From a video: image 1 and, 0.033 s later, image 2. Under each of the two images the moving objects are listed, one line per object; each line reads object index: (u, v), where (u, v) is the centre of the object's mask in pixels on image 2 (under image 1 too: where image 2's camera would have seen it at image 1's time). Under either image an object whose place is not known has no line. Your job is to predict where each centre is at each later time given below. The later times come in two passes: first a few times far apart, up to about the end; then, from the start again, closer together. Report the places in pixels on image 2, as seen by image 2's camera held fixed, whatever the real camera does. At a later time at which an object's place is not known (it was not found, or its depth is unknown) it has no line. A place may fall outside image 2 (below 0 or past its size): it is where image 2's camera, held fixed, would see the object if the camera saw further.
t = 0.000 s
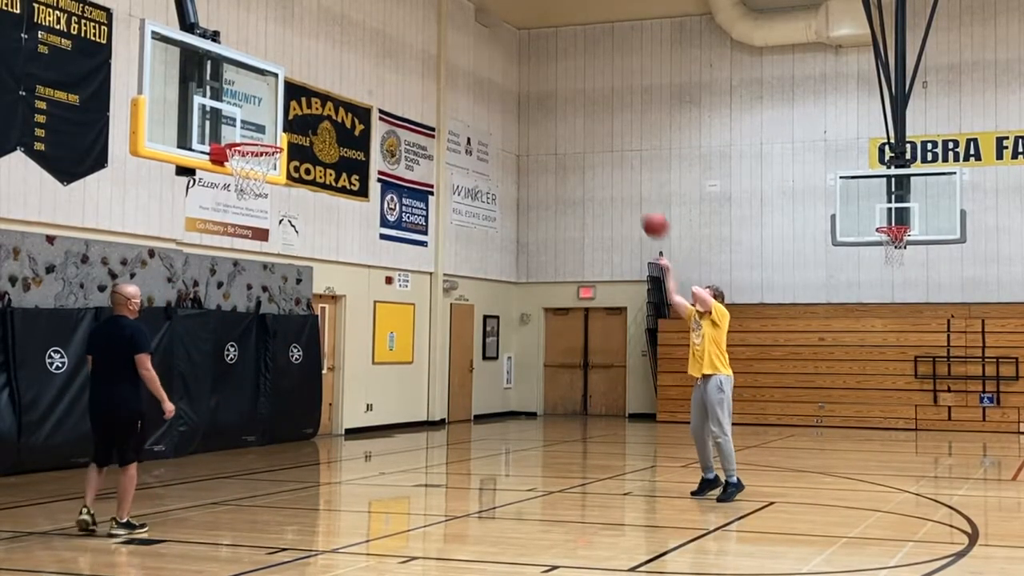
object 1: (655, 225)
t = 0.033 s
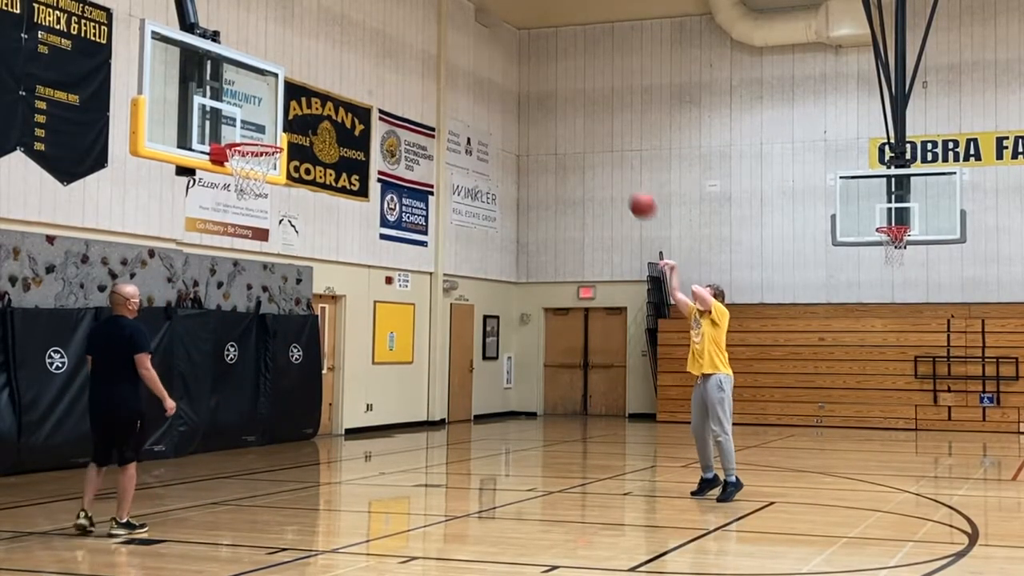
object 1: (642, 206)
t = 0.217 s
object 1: (571, 118)
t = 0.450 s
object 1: (478, 57)
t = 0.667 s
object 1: (388, 50)
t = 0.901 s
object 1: (287, 101)
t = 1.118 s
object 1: (260, 166)
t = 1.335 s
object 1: (261, 171)
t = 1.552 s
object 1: (241, 187)
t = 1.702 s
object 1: (233, 221)
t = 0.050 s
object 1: (635, 196)
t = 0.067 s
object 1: (629, 186)
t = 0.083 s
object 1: (623, 178)
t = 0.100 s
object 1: (616, 170)
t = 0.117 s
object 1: (610, 161)
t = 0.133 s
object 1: (604, 154)
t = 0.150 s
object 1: (598, 146)
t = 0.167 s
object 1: (591, 138)
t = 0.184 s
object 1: (584, 131)
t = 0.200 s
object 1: (578, 125)
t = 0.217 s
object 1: (571, 118)
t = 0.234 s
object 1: (565, 112)
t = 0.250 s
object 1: (558, 106)
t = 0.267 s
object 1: (551, 100)
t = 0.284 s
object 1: (545, 95)
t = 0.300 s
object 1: (538, 90)
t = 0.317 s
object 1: (532, 85)
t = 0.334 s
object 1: (525, 80)
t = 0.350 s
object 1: (518, 76)
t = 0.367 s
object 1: (511, 72)
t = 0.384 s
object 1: (504, 69)
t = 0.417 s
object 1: (491, 62)
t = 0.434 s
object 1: (484, 59)
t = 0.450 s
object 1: (478, 57)
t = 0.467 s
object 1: (470, 54)
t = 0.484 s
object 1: (464, 53)
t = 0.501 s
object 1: (456, 50)
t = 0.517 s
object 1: (450, 49)
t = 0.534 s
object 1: (443, 48)
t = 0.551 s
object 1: (436, 48)
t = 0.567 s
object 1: (430, 47)
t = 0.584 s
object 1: (422, 47)
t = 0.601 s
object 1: (416, 47)
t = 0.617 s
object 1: (409, 47)
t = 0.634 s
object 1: (402, 48)
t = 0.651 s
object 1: (395, 49)
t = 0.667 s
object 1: (388, 50)
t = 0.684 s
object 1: (381, 52)
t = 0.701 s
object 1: (373, 54)
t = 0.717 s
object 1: (367, 56)
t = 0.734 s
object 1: (359, 59)
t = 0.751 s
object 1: (352, 62)
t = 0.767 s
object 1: (345, 65)
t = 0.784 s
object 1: (338, 69)
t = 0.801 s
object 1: (330, 72)
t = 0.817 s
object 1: (323, 76)
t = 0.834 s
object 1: (316, 81)
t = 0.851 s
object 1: (309, 86)
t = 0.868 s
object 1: (302, 90)
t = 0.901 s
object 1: (287, 101)
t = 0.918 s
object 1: (280, 108)
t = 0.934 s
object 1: (273, 114)
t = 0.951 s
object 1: (264, 121)
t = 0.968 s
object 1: (257, 128)
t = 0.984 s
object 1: (250, 133)
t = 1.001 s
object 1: (245, 142)
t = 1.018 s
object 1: (245, 146)
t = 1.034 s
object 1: (248, 150)
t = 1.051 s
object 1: (249, 155)
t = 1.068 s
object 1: (252, 159)
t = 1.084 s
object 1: (254, 160)
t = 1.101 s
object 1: (256, 162)
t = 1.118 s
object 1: (260, 166)
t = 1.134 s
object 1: (262, 169)
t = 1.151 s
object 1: (265, 170)
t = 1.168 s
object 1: (266, 172)
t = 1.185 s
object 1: (267, 173)
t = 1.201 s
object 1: (267, 173)
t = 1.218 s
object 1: (268, 173)
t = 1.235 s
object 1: (268, 173)
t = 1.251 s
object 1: (267, 173)
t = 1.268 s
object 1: (266, 172)
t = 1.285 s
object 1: (265, 172)
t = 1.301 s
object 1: (264, 172)
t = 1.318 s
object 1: (263, 171)
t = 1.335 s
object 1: (261, 171)
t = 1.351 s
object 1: (260, 171)
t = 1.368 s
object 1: (259, 171)
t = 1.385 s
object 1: (256, 172)
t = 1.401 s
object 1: (255, 173)
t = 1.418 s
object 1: (253, 174)
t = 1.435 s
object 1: (251, 175)
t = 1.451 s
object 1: (249, 175)
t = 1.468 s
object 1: (248, 177)
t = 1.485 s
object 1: (247, 178)
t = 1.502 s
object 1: (245, 179)
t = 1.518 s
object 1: (243, 183)
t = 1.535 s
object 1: (241, 185)
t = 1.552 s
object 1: (241, 187)
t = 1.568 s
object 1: (240, 194)
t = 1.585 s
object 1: (239, 196)
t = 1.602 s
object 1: (238, 199)
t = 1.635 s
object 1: (236, 204)
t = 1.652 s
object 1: (235, 207)
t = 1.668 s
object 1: (235, 211)
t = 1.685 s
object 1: (234, 216)
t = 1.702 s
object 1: (233, 221)
